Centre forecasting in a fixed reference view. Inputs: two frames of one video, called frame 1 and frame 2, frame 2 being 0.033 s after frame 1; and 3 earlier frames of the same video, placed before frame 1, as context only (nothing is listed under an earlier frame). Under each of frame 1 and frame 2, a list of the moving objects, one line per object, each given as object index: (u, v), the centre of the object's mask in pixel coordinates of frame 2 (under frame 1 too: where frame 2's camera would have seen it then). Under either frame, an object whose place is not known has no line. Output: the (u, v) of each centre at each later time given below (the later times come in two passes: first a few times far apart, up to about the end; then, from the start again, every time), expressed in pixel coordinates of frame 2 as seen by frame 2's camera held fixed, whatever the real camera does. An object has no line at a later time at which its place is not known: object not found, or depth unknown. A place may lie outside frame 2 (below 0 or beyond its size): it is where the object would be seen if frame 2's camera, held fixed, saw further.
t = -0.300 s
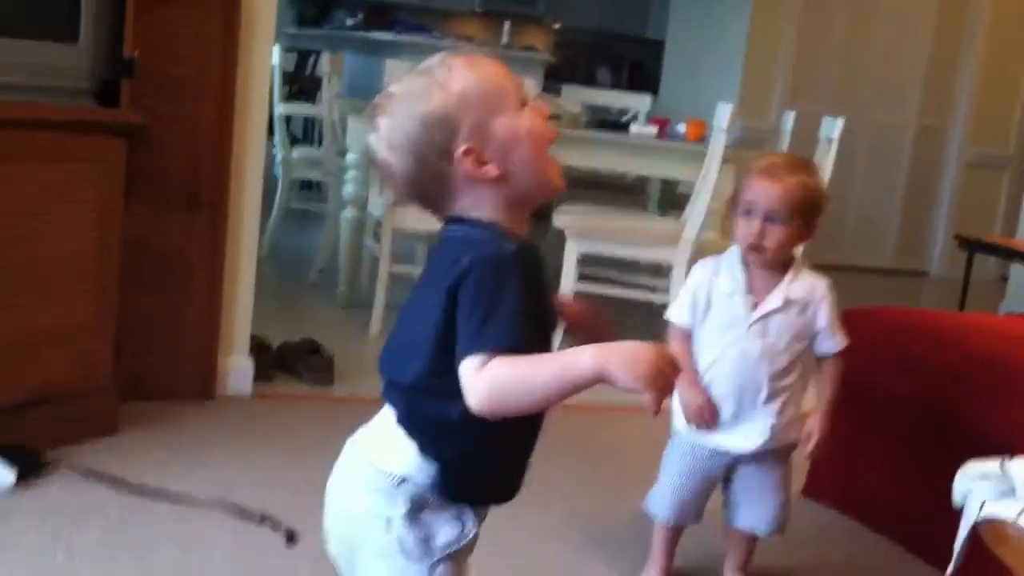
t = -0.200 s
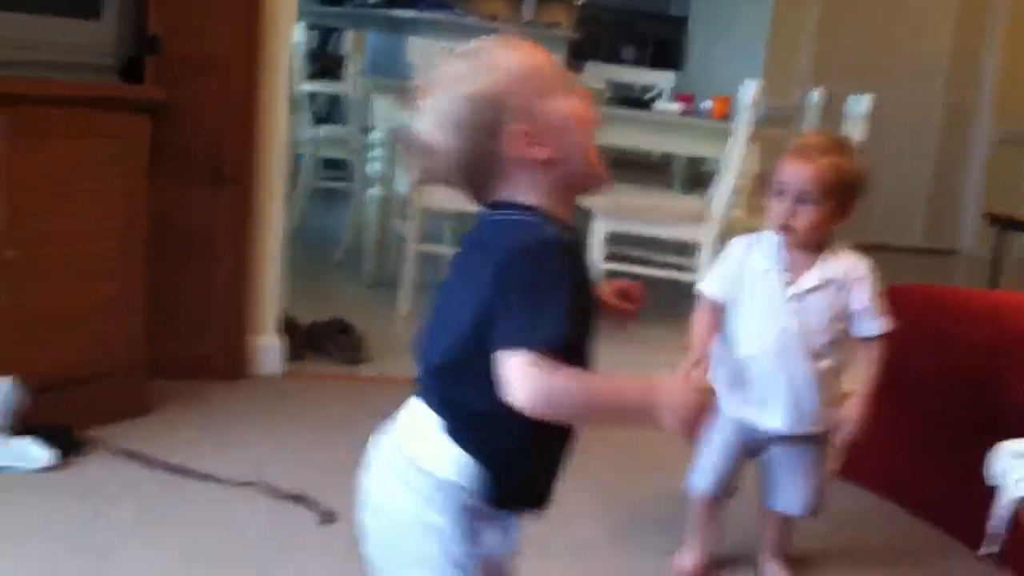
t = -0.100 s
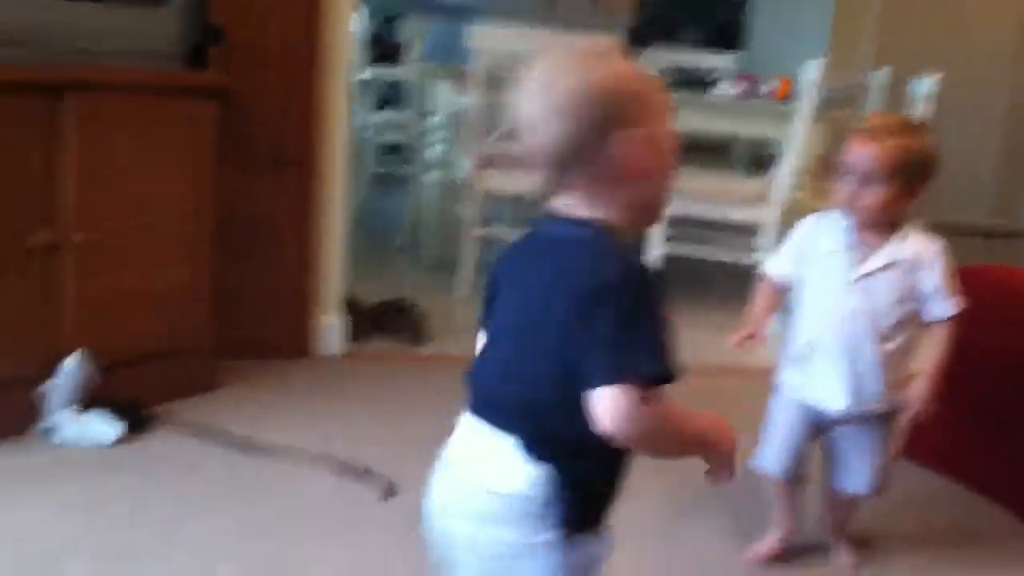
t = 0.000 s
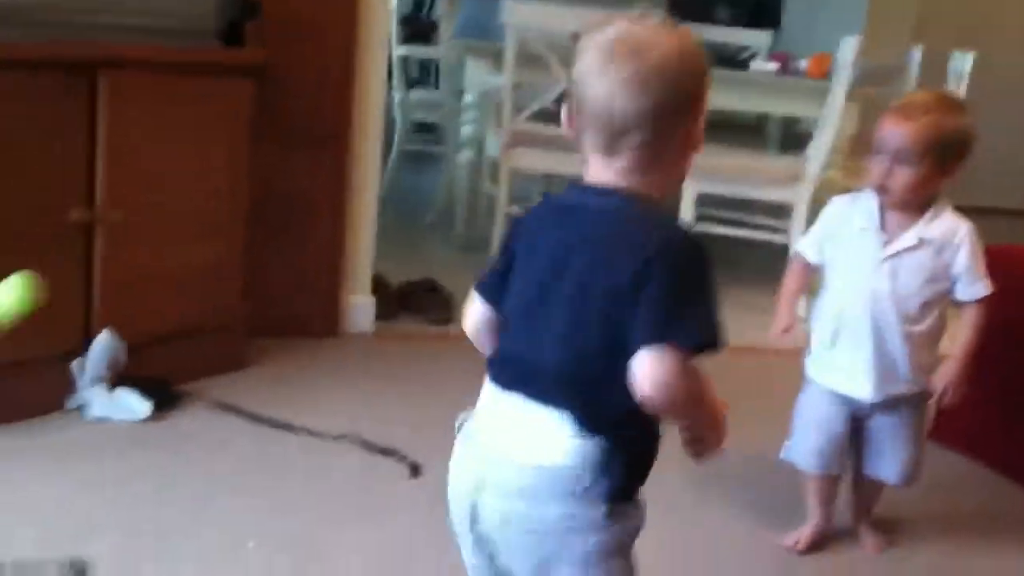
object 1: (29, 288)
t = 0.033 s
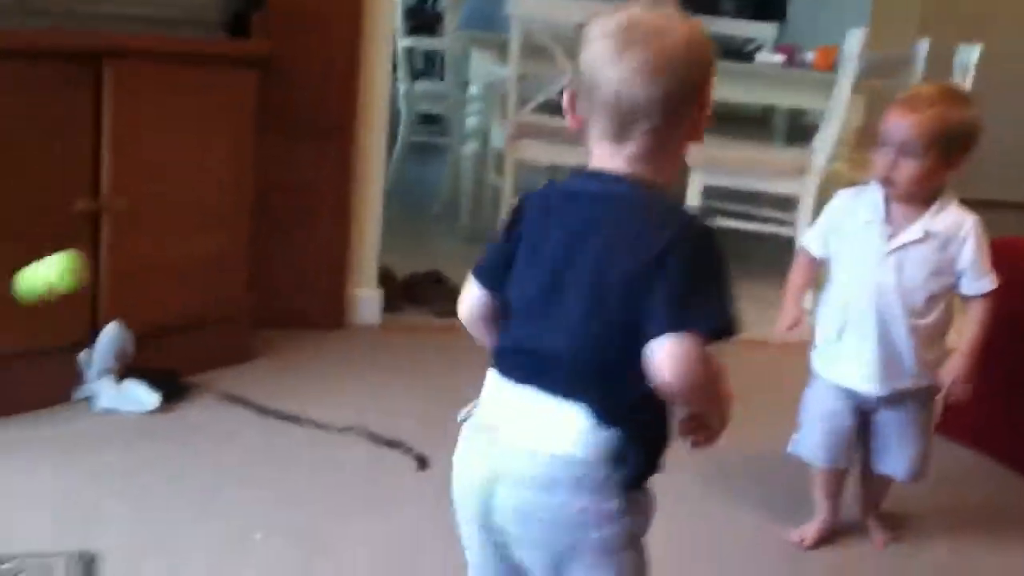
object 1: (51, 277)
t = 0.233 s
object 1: (242, 312)
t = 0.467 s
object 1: (397, 322)
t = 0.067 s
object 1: (85, 268)
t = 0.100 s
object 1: (120, 264)
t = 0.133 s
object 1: (153, 268)
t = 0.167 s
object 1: (184, 277)
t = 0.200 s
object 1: (214, 293)
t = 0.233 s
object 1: (242, 312)
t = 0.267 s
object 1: (267, 338)
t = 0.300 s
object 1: (290, 369)
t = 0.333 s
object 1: (315, 400)
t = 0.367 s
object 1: (336, 388)
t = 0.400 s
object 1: (356, 361)
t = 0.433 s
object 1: (378, 339)
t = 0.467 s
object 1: (397, 322)
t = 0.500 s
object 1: (415, 313)
